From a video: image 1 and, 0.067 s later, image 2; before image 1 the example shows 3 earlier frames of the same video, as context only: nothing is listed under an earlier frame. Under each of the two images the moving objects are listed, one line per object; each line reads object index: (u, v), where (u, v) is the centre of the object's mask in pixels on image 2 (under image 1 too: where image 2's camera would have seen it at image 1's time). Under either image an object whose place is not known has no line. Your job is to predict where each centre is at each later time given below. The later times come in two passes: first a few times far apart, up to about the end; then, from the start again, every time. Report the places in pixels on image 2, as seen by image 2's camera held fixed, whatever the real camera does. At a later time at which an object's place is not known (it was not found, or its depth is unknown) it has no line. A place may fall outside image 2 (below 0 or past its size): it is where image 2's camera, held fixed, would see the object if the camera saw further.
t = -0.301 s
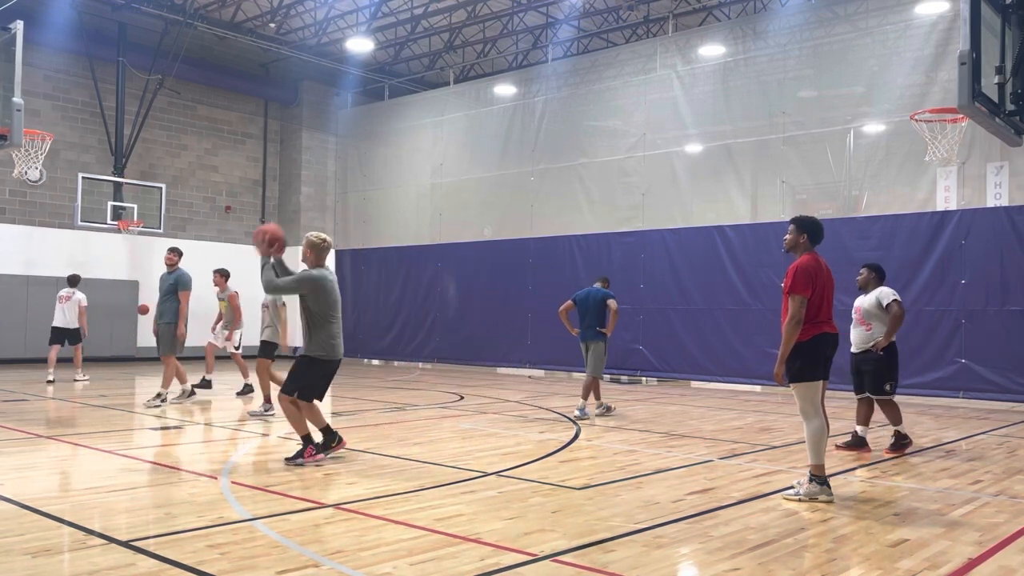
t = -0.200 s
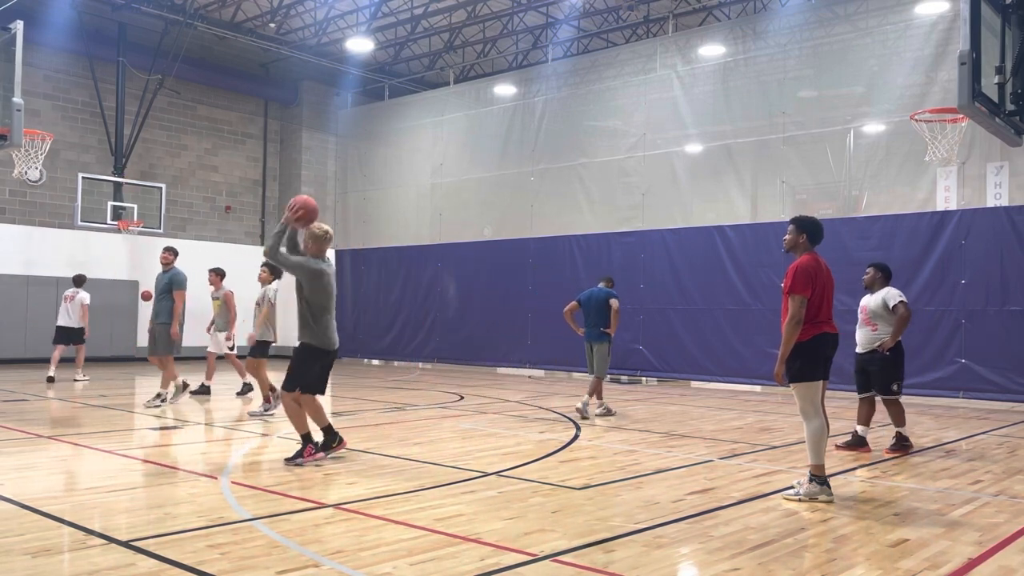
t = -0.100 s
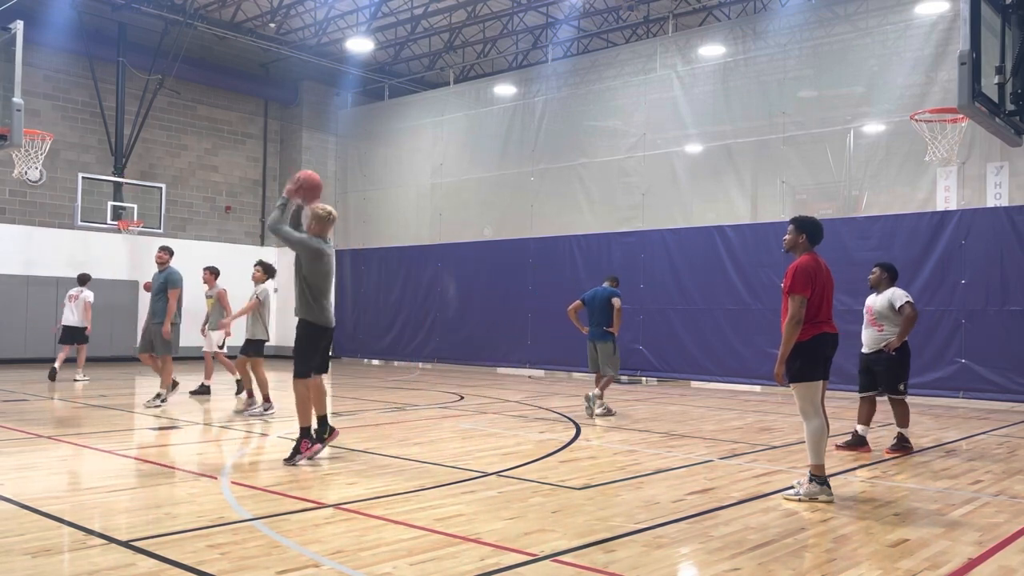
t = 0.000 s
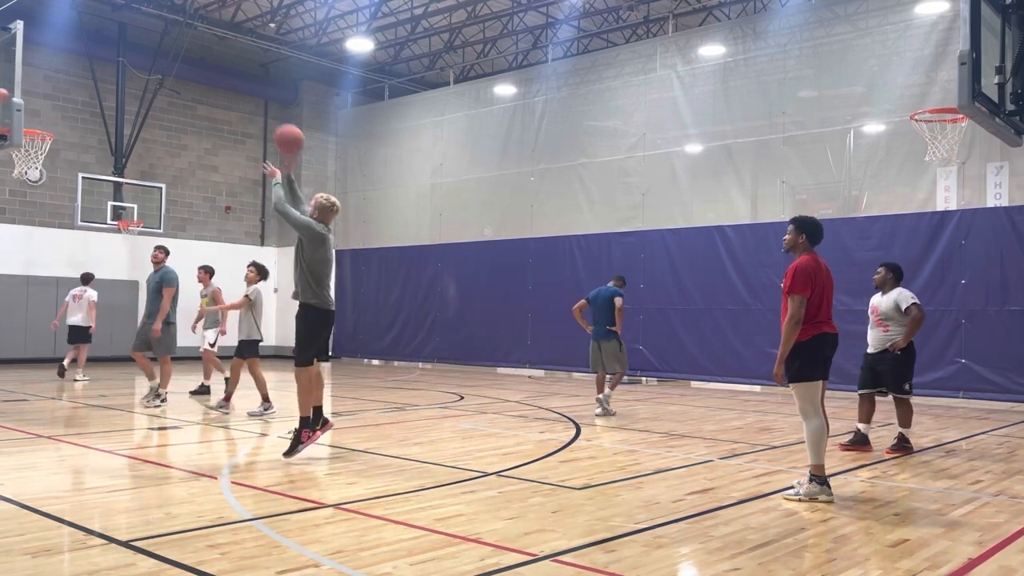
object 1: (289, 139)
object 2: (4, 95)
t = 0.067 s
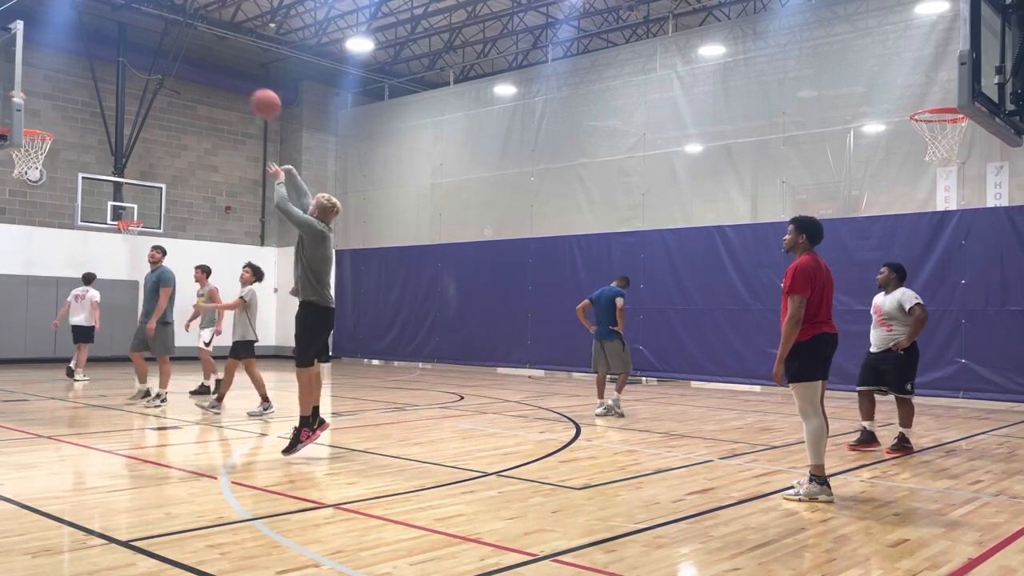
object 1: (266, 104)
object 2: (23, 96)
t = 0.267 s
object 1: (202, 38)
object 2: (58, 117)
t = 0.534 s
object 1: (130, 23)
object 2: (105, 169)
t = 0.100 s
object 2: (26, 98)
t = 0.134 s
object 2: (32, 101)
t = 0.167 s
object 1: (233, 64)
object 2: (39, 105)
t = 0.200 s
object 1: (222, 54)
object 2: (45, 109)
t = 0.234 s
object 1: (212, 45)
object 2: (52, 112)
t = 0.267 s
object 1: (202, 38)
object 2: (58, 117)
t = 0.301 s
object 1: (192, 31)
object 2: (64, 122)
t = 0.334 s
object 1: (183, 27)
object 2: (70, 127)
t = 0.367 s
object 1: (174, 23)
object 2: (77, 133)
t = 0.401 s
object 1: (165, 21)
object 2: (82, 140)
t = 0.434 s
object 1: (156, 20)
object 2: (89, 147)
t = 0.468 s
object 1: (147, 20)
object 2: (94, 154)
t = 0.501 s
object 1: (139, 21)
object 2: (99, 160)
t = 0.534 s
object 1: (130, 23)
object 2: (105, 169)
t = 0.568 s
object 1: (122, 26)
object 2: (110, 177)
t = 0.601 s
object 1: (114, 31)
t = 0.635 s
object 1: (107, 36)
